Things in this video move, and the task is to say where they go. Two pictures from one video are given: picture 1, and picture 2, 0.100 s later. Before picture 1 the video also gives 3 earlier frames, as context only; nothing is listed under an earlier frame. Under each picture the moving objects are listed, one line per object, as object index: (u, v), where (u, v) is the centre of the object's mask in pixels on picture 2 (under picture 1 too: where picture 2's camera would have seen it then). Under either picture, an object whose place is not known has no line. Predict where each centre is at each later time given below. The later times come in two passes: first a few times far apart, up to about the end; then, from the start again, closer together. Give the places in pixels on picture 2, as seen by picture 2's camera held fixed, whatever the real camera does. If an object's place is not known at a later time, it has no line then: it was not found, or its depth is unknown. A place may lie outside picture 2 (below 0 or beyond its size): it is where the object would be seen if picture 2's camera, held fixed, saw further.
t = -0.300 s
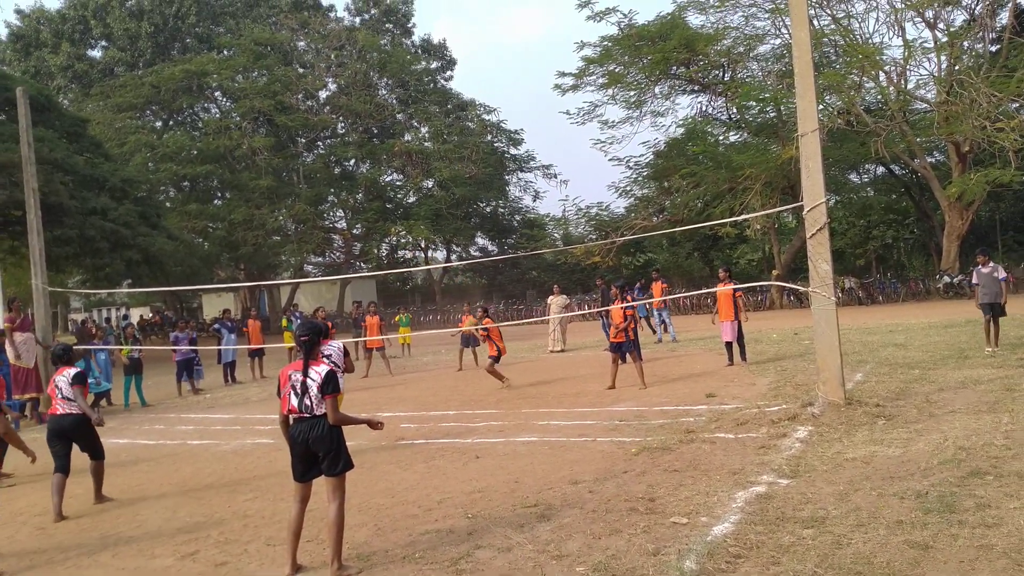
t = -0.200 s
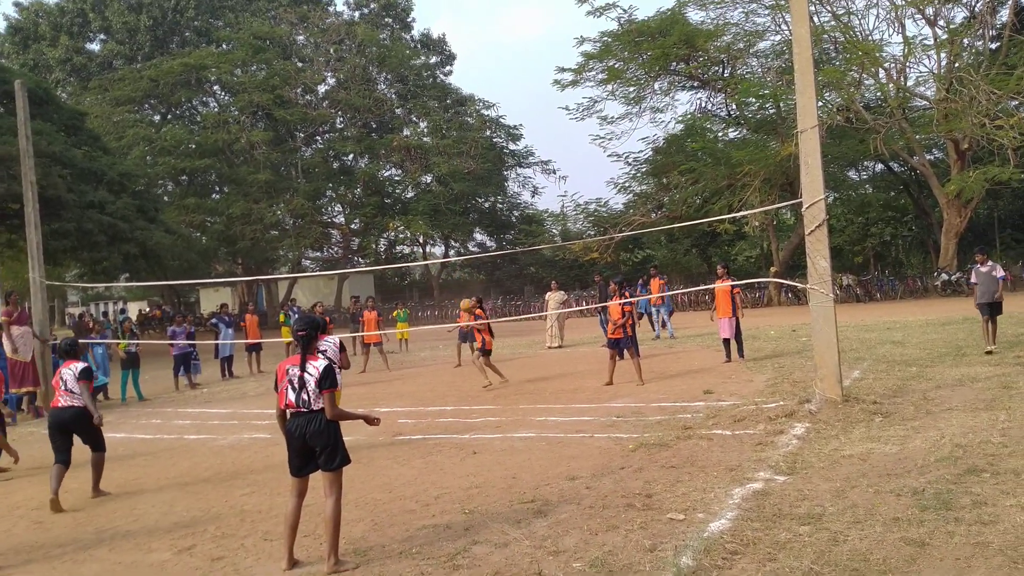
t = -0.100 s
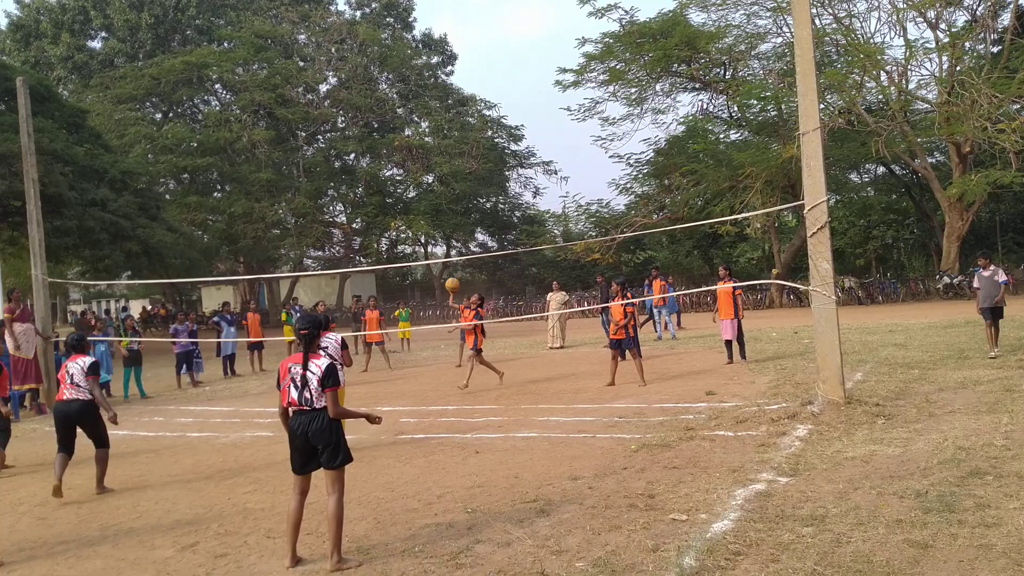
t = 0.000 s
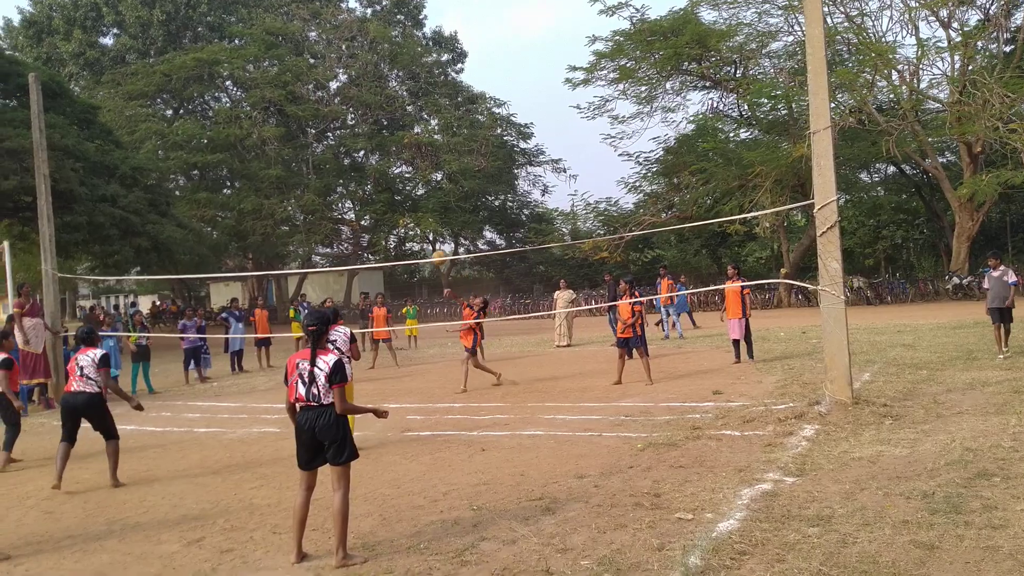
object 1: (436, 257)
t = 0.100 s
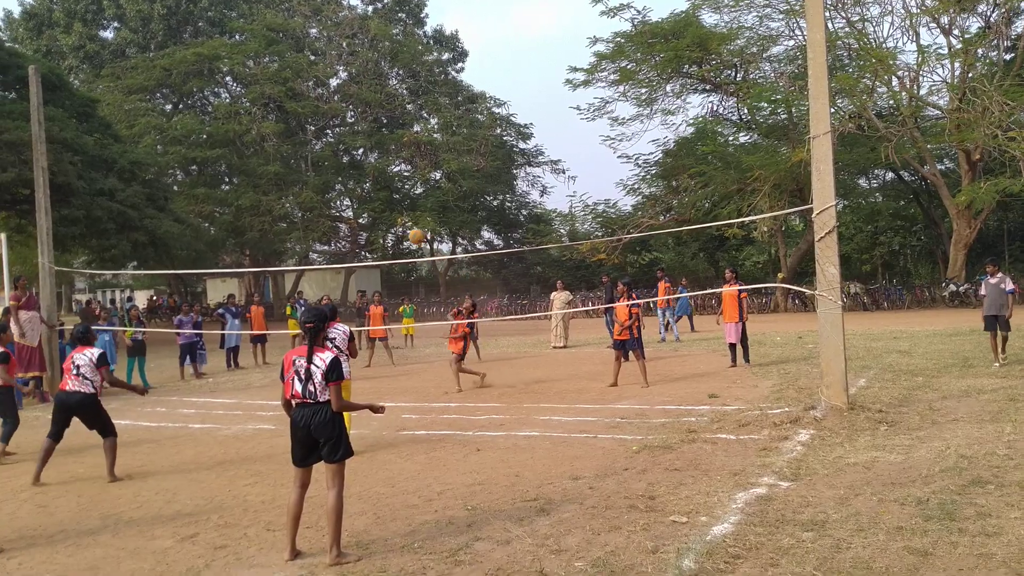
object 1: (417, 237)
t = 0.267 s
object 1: (380, 211)
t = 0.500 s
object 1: (315, 205)
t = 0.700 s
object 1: (242, 242)
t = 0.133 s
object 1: (410, 231)
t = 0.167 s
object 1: (403, 225)
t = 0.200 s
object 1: (394, 220)
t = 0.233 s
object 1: (387, 215)
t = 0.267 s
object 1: (380, 211)
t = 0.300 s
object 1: (371, 208)
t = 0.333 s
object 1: (363, 205)
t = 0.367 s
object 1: (355, 203)
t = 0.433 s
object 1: (336, 203)
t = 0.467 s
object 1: (325, 203)
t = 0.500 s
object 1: (315, 205)
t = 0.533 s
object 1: (304, 208)
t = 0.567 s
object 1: (293, 212)
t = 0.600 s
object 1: (281, 217)
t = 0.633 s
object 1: (269, 224)
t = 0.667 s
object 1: (256, 232)
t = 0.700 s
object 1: (242, 242)
